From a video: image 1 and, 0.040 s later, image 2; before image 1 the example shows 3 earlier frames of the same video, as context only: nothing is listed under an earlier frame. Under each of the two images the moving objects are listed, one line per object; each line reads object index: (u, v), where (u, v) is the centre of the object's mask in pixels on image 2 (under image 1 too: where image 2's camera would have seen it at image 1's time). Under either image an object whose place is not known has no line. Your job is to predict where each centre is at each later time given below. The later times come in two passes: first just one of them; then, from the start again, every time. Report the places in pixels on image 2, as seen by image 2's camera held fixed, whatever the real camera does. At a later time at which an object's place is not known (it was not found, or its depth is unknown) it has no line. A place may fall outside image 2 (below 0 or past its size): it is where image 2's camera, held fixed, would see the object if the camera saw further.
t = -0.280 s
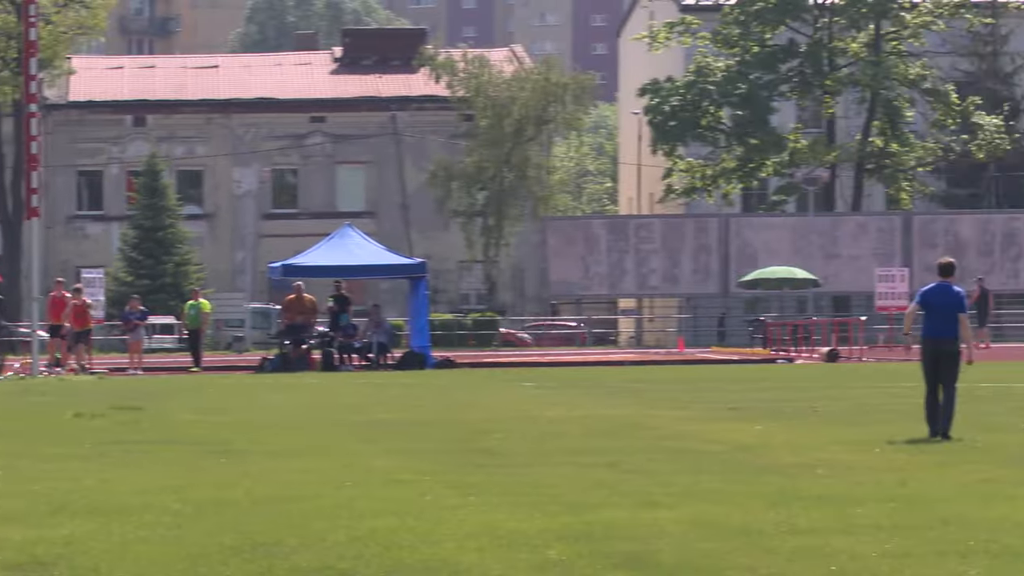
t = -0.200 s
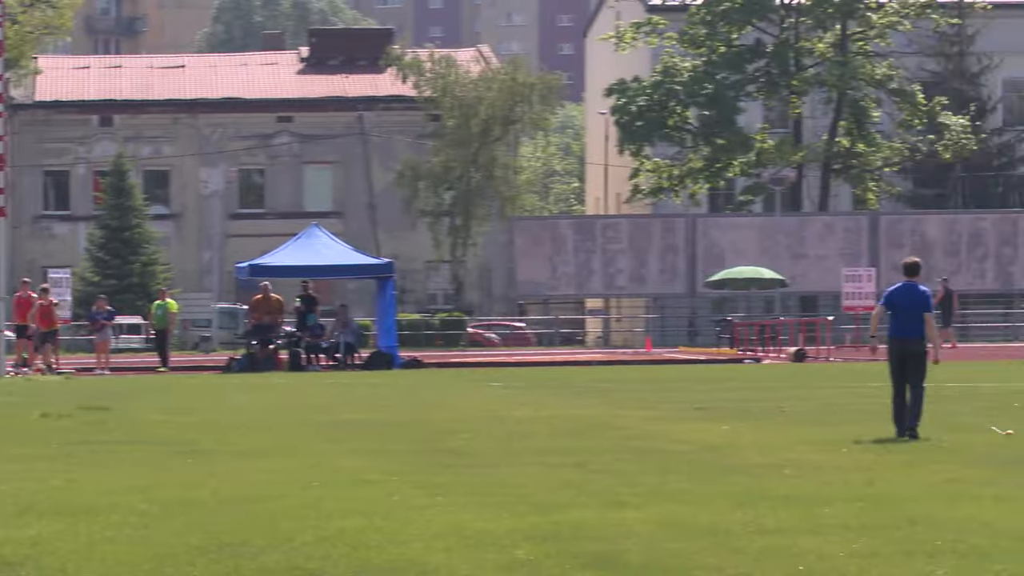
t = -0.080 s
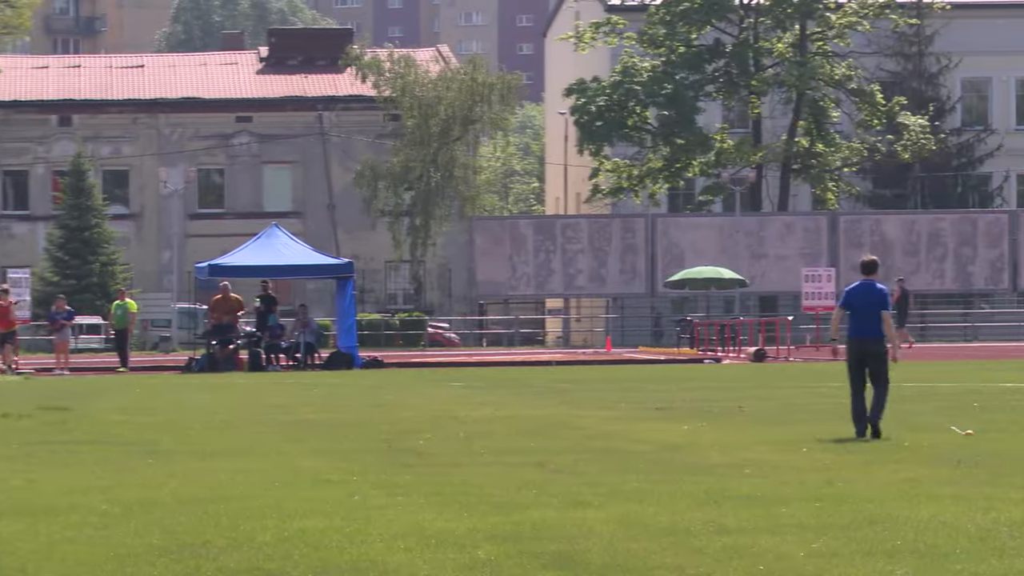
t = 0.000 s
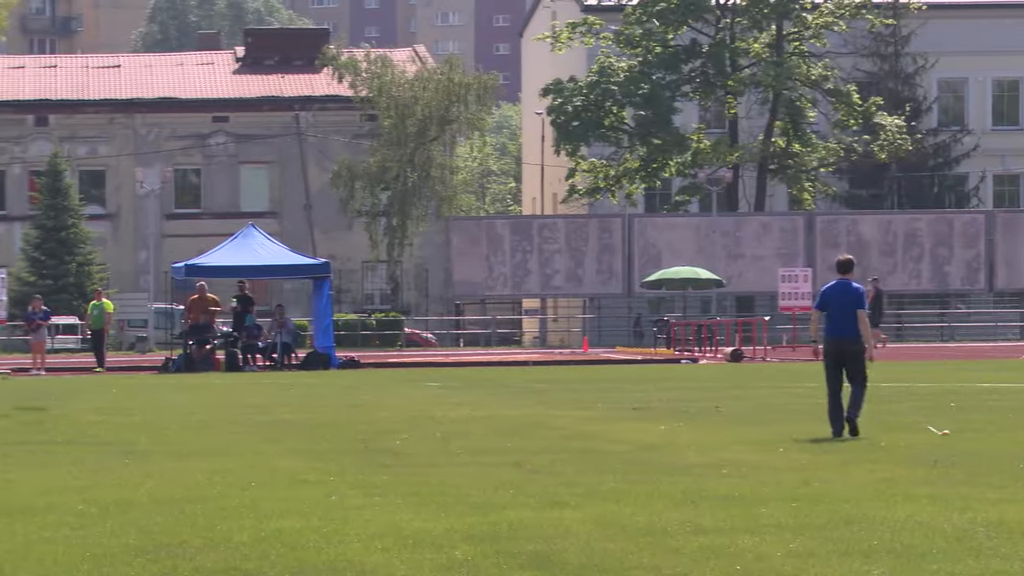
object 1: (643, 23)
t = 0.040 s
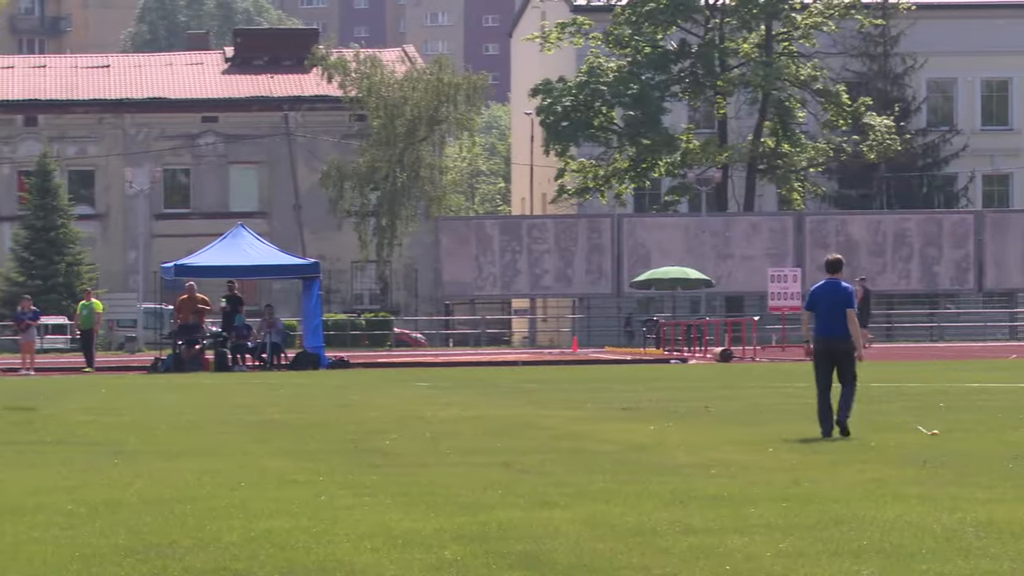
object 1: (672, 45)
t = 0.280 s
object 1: (856, 208)
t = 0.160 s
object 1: (762, 122)
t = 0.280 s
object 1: (856, 208)
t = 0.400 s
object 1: (958, 316)
